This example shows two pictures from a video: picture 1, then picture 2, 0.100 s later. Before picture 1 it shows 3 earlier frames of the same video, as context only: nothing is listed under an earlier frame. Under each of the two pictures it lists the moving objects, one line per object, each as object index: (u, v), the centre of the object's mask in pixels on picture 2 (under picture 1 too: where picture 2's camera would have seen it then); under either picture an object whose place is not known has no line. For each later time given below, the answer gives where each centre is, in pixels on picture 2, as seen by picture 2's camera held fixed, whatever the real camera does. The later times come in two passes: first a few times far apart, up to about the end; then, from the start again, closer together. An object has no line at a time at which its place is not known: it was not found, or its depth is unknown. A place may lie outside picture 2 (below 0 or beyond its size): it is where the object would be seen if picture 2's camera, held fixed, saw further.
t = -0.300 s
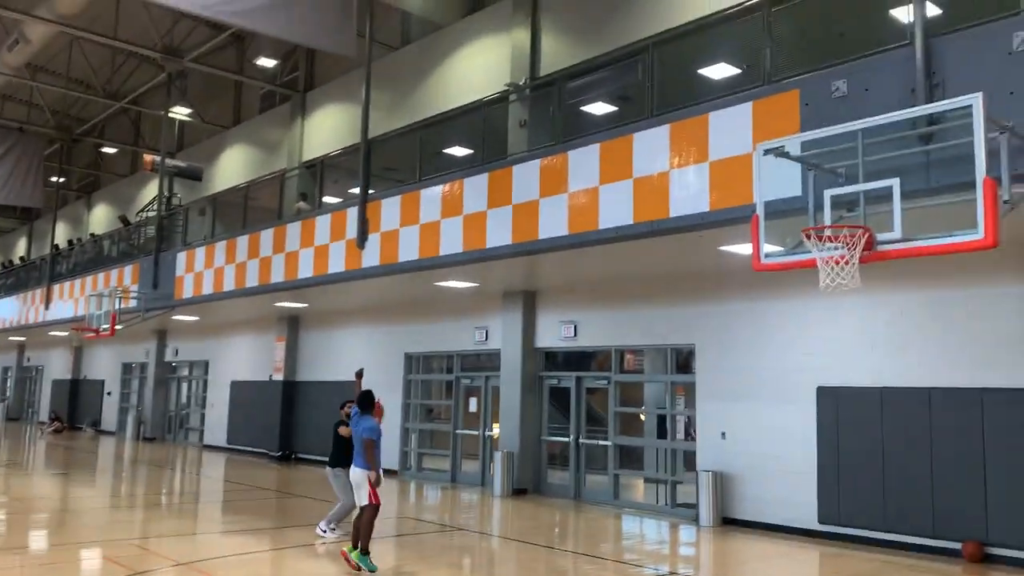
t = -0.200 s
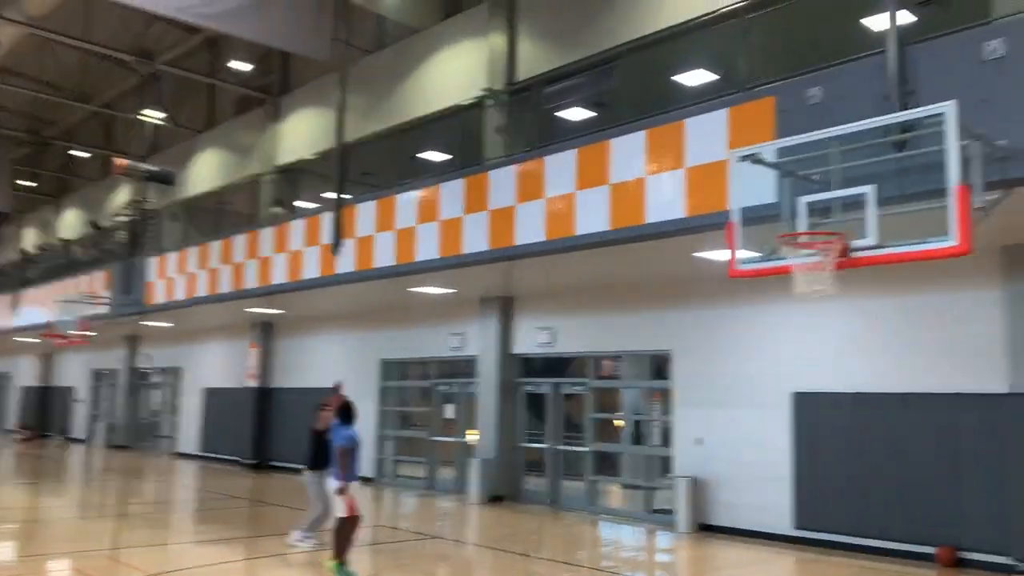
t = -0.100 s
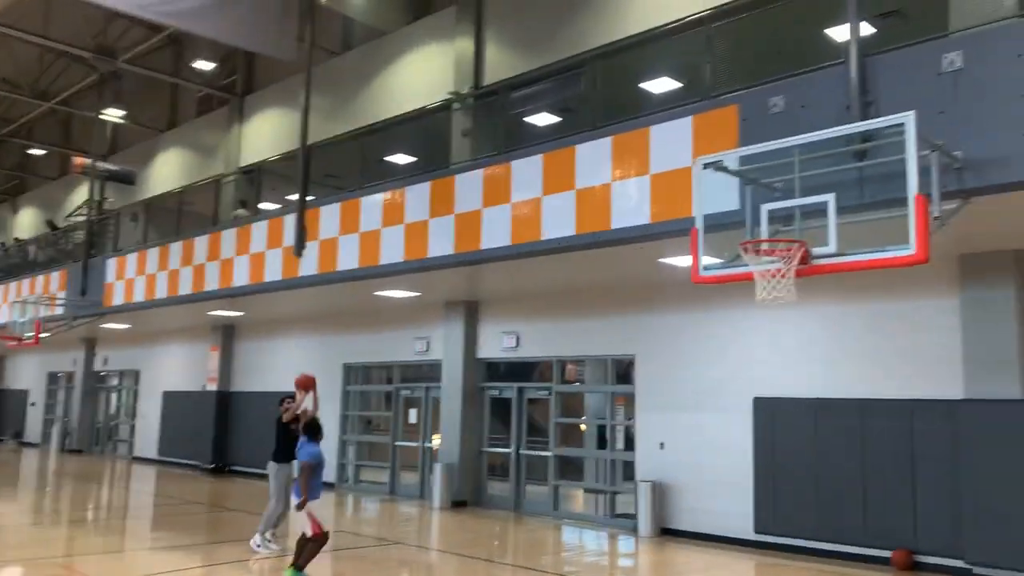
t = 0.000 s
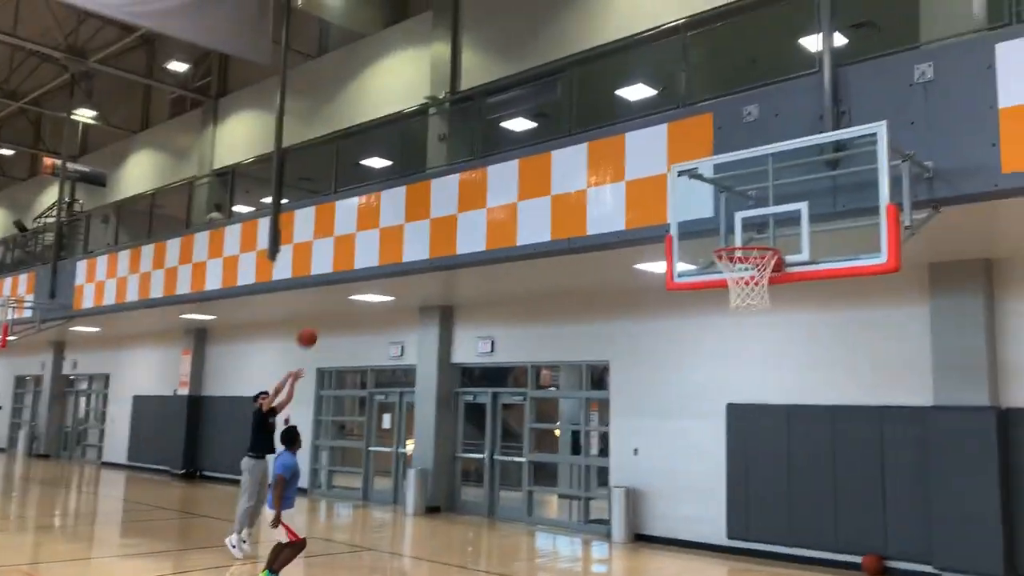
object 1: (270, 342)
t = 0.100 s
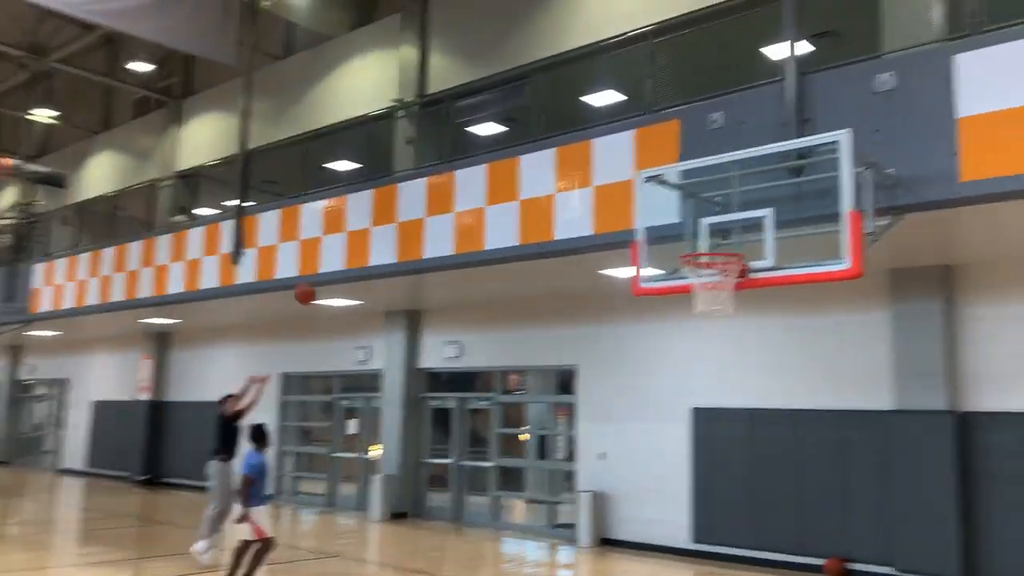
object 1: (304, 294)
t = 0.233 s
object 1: (352, 239)
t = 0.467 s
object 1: (441, 172)
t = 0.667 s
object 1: (528, 148)
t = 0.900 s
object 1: (644, 170)
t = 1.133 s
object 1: (792, 269)
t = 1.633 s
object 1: (1245, 657)
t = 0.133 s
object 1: (317, 280)
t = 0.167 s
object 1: (328, 264)
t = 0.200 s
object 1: (340, 252)
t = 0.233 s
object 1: (352, 239)
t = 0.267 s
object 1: (364, 227)
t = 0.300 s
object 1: (376, 216)
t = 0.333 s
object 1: (389, 206)
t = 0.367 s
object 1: (401, 196)
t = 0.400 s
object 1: (414, 187)
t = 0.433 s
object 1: (428, 179)
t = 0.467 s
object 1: (441, 172)
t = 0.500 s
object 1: (455, 165)
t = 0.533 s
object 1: (469, 160)
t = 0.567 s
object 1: (484, 155)
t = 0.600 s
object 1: (498, 152)
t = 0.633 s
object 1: (513, 150)
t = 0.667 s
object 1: (528, 148)
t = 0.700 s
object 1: (543, 147)
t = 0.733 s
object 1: (559, 148)
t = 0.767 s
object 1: (575, 150)
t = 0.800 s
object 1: (592, 153)
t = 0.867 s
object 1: (626, 163)
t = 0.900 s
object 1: (644, 170)
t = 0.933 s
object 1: (664, 179)
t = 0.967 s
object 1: (684, 189)
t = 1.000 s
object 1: (703, 201)
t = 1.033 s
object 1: (724, 215)
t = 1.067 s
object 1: (745, 230)
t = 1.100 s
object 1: (768, 248)
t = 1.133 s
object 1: (792, 269)
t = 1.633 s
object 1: (1245, 657)
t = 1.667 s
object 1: (1263, 633)
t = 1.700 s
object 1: (1277, 596)
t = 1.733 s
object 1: (1294, 565)
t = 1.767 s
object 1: (1311, 534)
